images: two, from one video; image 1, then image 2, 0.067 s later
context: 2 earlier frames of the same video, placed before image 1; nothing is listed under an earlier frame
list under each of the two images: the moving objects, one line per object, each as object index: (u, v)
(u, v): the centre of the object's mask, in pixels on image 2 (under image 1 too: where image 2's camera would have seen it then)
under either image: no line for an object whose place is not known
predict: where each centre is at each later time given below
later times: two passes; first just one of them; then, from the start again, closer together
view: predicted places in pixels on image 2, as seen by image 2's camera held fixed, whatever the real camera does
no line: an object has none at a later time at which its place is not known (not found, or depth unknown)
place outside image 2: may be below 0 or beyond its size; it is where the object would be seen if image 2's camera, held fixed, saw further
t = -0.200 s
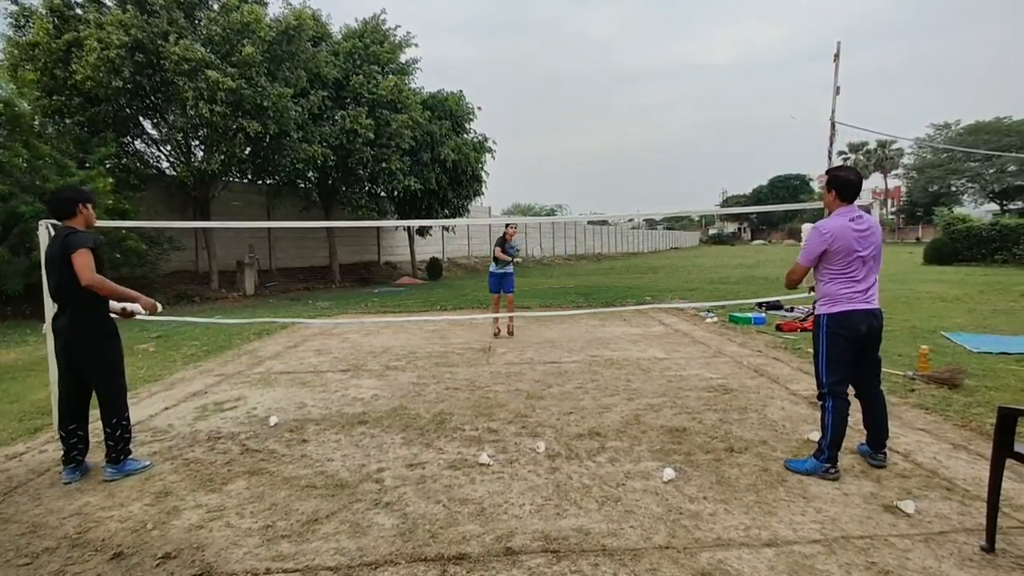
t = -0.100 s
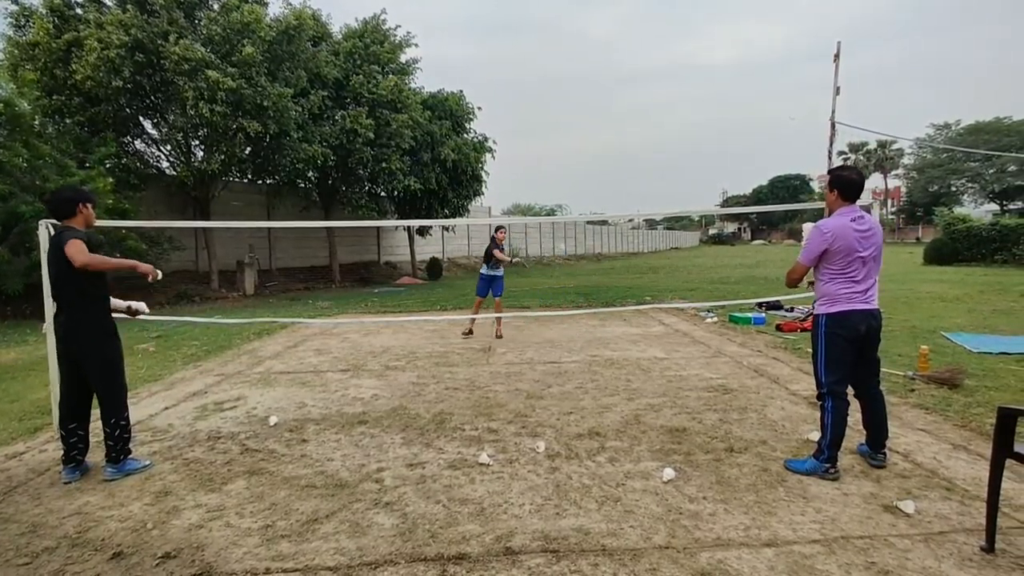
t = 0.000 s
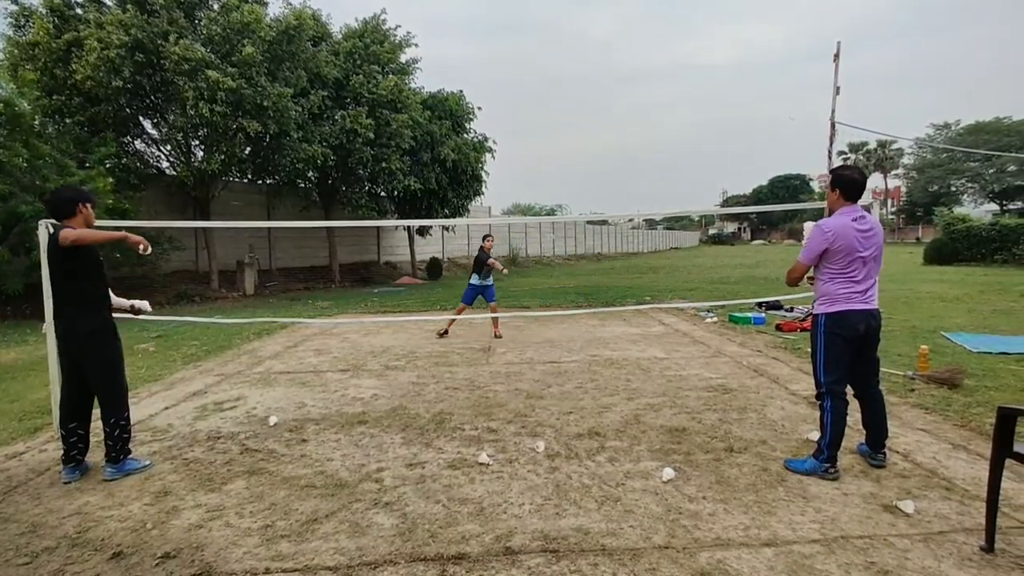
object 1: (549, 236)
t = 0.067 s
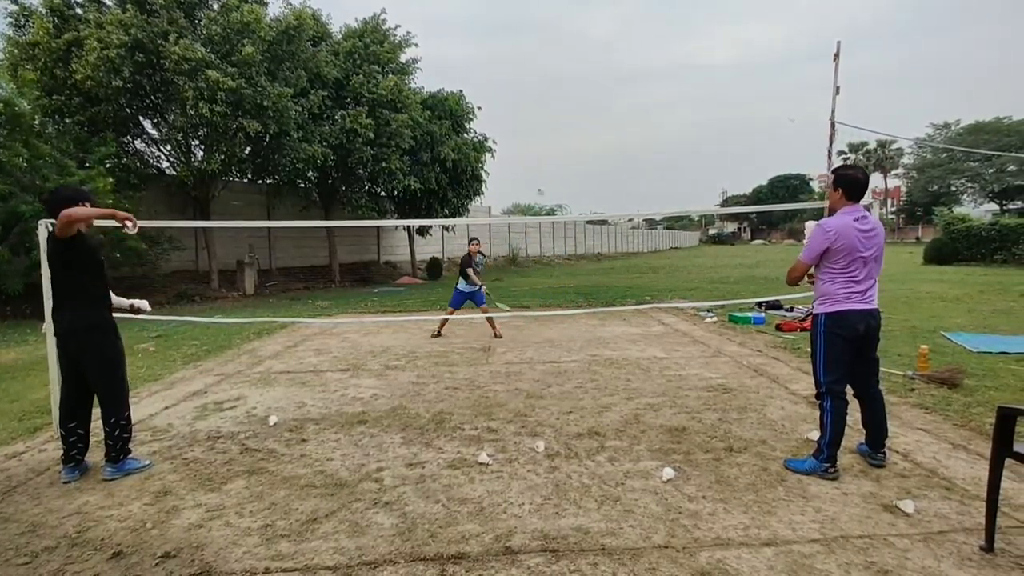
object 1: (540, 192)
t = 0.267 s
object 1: (509, 104)
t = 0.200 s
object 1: (520, 132)
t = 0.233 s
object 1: (515, 118)
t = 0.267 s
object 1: (509, 104)
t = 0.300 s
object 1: (503, 90)
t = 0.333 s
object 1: (496, 76)
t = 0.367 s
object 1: (486, 62)
